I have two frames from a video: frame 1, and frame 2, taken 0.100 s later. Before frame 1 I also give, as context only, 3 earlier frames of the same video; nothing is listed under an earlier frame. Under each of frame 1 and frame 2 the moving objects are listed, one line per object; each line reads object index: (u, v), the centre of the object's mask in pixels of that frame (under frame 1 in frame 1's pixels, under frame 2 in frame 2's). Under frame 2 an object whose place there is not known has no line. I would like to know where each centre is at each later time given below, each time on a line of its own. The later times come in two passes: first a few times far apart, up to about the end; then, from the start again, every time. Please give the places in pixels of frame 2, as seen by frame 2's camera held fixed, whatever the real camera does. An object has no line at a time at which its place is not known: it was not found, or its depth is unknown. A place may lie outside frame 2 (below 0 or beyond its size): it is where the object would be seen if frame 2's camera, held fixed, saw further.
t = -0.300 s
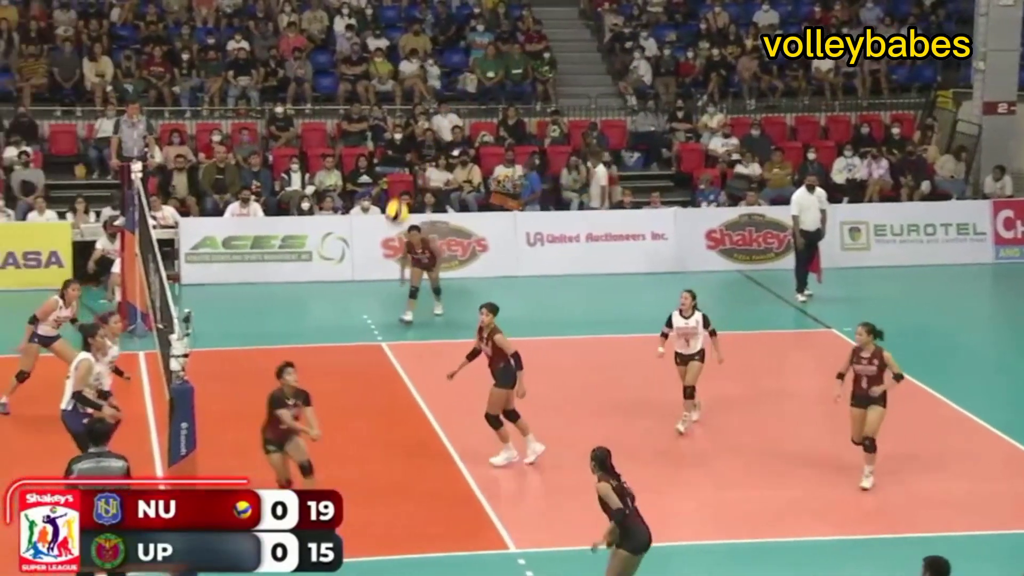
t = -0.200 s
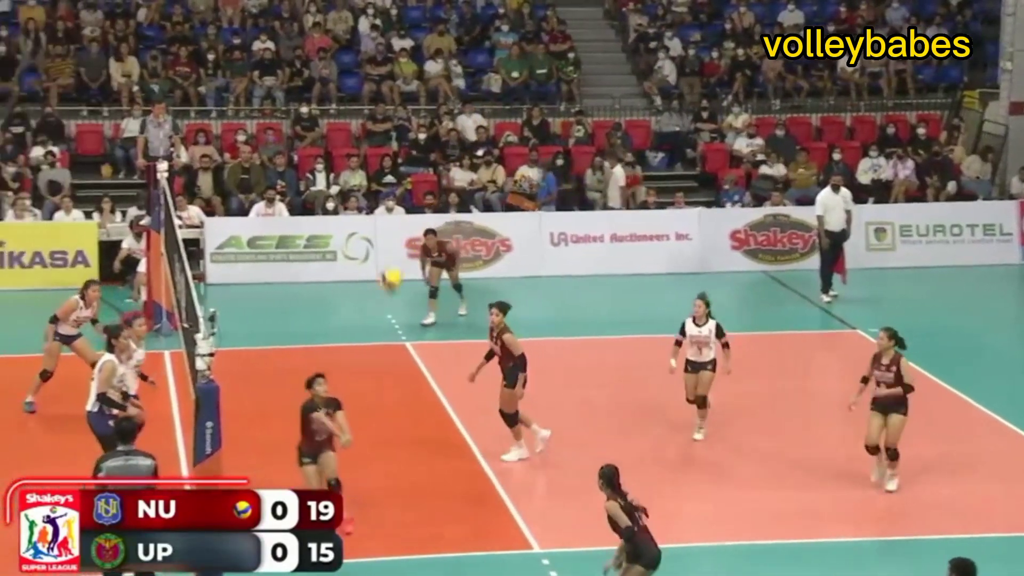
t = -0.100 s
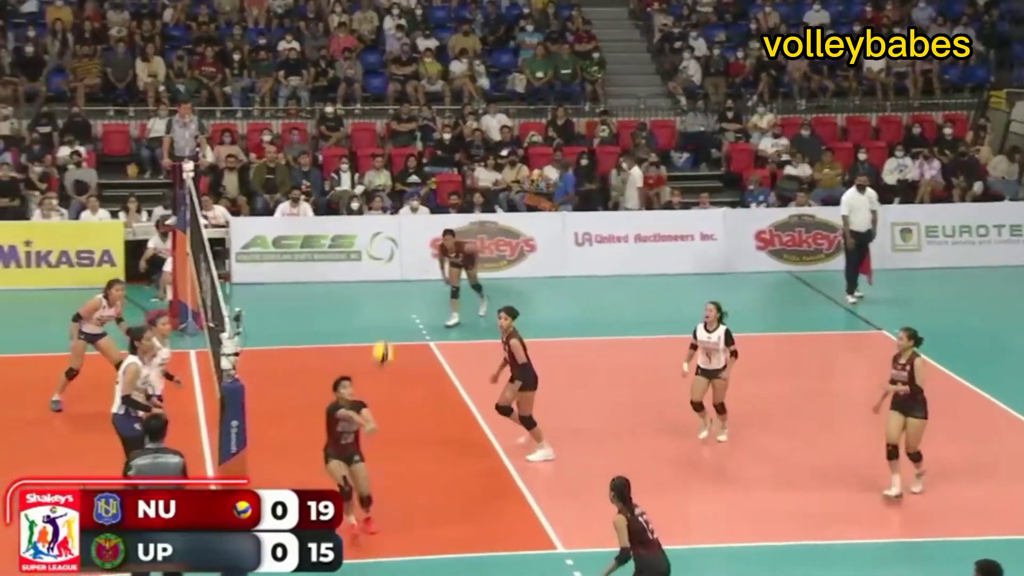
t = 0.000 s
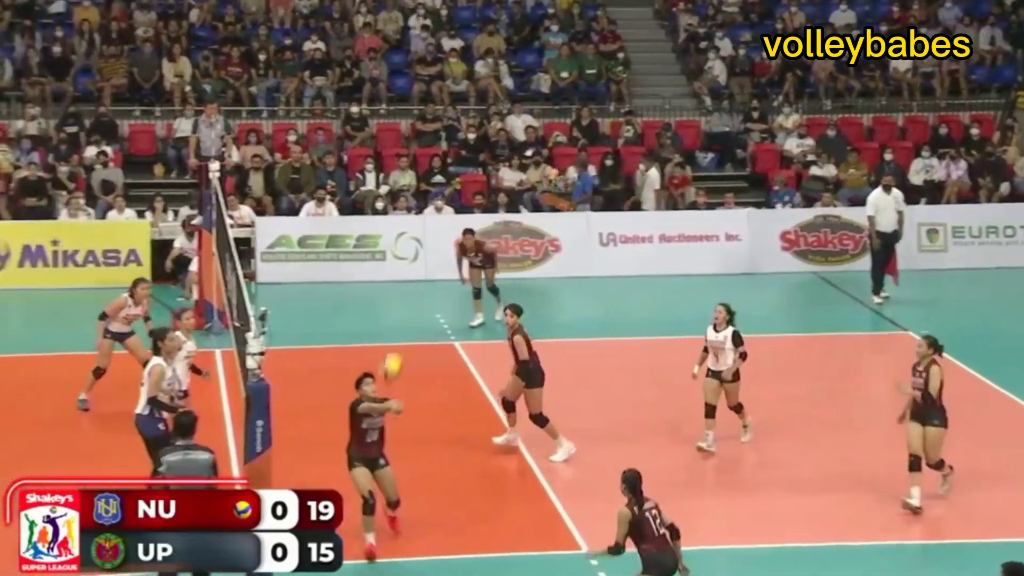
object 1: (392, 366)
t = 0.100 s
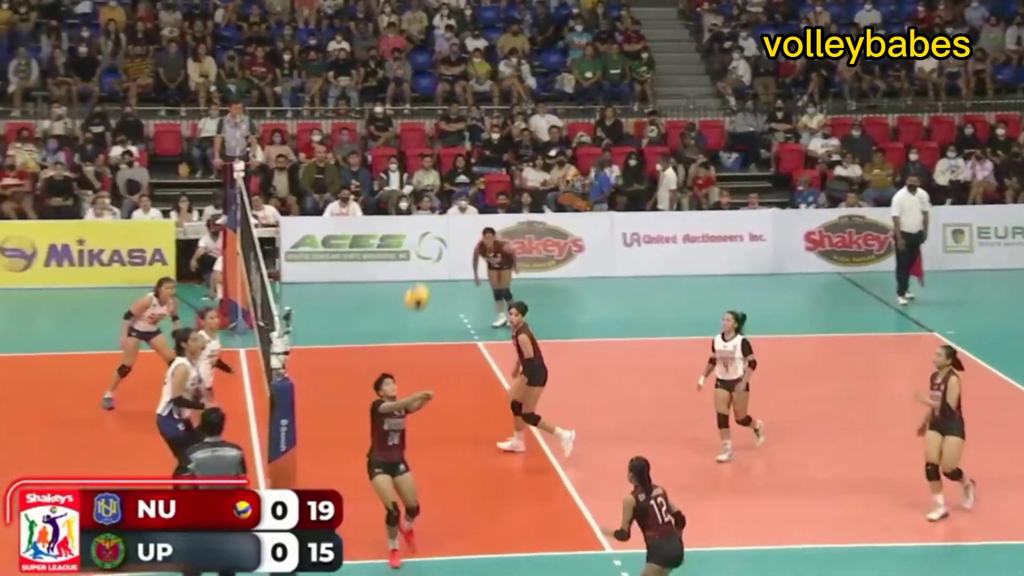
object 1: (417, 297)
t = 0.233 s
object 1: (421, 217)
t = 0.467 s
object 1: (427, 127)
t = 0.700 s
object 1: (434, 96)
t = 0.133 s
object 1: (417, 276)
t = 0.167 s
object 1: (419, 255)
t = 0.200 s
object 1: (420, 236)
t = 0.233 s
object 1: (421, 217)
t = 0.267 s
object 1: (421, 201)
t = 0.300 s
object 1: (425, 184)
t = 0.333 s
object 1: (423, 169)
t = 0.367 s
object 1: (425, 158)
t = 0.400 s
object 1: (426, 147)
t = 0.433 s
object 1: (426, 134)
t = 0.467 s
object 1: (427, 127)
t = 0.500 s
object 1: (428, 118)
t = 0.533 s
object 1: (429, 110)
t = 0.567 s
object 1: (430, 106)
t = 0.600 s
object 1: (431, 101)
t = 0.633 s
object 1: (433, 98)
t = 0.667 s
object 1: (434, 97)
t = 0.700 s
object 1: (434, 96)
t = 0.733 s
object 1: (435, 96)
